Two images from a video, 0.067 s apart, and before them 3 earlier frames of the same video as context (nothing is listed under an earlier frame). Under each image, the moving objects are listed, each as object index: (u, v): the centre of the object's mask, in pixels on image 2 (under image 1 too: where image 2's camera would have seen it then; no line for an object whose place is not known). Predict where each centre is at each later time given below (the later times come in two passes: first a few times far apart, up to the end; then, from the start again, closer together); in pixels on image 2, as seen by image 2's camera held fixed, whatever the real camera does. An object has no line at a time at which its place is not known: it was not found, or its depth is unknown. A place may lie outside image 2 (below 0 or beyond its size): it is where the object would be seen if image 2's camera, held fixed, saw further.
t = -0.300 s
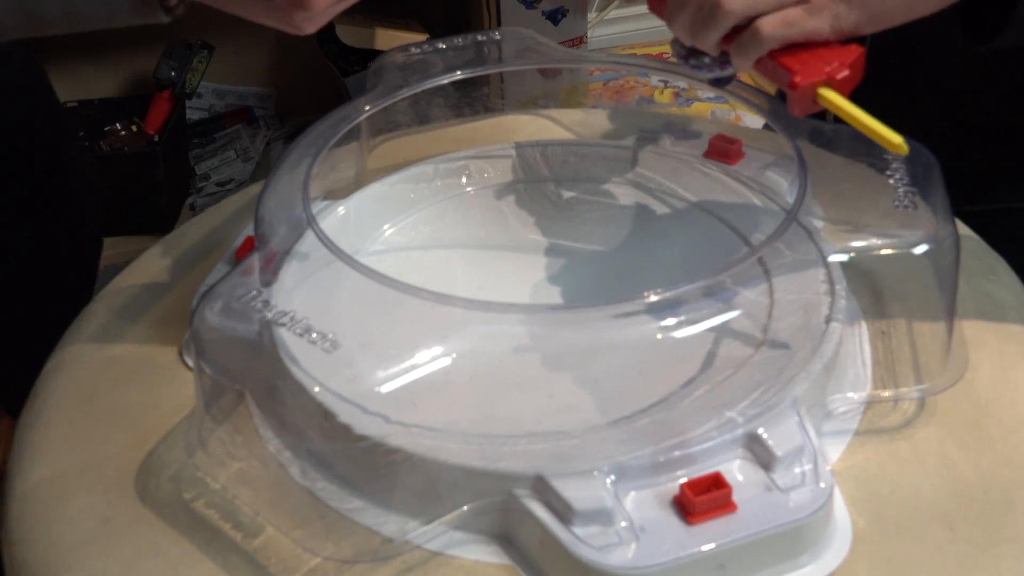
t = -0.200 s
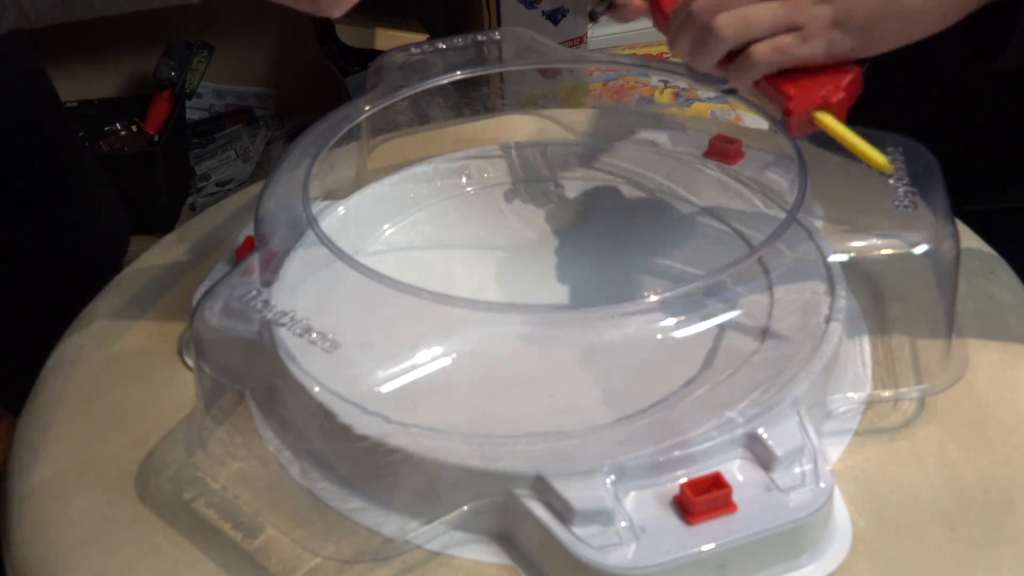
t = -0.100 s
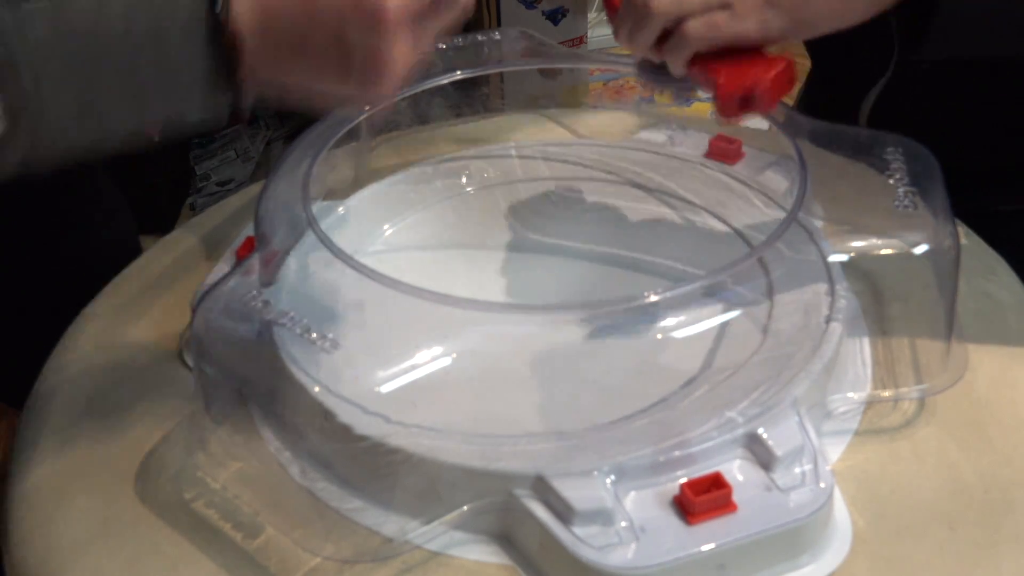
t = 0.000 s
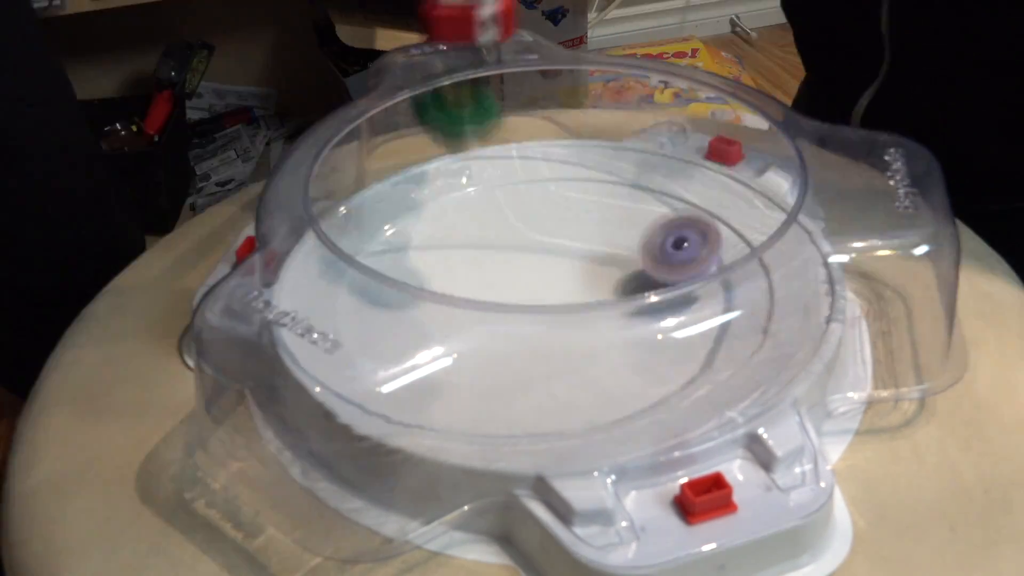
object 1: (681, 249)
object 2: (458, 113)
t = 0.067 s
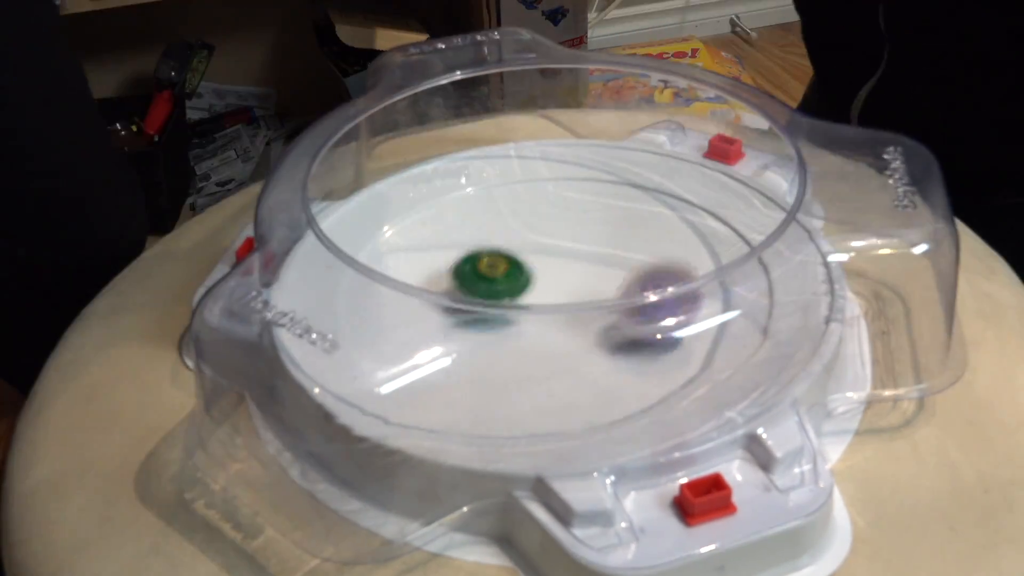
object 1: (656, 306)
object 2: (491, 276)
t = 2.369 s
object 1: (483, 345)
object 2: (600, 291)
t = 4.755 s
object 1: (506, 246)
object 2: (568, 287)
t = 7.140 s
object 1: (614, 277)
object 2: (514, 298)
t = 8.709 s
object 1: (509, 310)
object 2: (592, 281)
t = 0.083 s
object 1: (651, 313)
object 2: (500, 261)
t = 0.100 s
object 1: (643, 322)
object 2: (509, 247)
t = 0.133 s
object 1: (625, 342)
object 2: (529, 229)
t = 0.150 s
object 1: (616, 351)
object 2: (539, 227)
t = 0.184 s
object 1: (595, 366)
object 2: (560, 234)
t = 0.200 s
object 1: (585, 373)
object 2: (571, 243)
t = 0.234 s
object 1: (563, 381)
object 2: (593, 273)
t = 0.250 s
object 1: (552, 385)
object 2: (602, 289)
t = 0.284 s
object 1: (532, 388)
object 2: (616, 272)
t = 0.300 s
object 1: (523, 391)
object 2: (623, 269)
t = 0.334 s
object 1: (507, 392)
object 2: (635, 272)
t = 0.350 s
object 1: (501, 389)
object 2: (642, 284)
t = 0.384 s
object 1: (490, 386)
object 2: (647, 268)
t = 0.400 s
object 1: (487, 384)
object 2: (649, 267)
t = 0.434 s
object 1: (479, 376)
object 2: (651, 270)
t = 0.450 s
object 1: (479, 374)
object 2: (652, 267)
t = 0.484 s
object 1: (480, 365)
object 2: (650, 267)
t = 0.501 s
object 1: (483, 358)
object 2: (649, 266)
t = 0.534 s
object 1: (487, 347)
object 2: (642, 265)
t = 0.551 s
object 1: (489, 337)
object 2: (638, 264)
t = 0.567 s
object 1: (494, 330)
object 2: (634, 262)
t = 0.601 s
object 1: (502, 317)
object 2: (622, 258)
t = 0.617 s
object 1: (508, 310)
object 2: (617, 255)
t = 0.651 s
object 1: (522, 297)
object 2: (605, 249)
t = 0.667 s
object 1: (531, 282)
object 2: (599, 246)
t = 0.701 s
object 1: (533, 275)
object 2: (595, 238)
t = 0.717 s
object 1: (512, 282)
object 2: (615, 221)
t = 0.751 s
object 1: (464, 295)
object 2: (653, 186)
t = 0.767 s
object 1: (443, 299)
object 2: (668, 167)
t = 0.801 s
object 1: (400, 306)
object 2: (686, 127)
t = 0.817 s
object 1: (382, 308)
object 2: (683, 123)
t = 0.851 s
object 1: (353, 312)
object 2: (676, 128)
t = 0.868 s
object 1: (341, 306)
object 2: (673, 136)
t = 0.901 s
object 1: (314, 315)
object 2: (664, 165)
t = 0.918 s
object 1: (305, 321)
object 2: (660, 186)
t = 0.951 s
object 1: (302, 332)
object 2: (646, 205)
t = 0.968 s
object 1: (303, 337)
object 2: (638, 214)
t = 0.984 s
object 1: (305, 343)
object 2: (629, 227)
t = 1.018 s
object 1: (320, 353)
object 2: (607, 248)
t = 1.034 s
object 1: (333, 359)
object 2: (597, 257)
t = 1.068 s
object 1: (355, 366)
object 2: (576, 273)
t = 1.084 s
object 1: (369, 370)
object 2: (566, 278)
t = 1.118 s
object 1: (402, 383)
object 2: (548, 292)
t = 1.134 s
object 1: (417, 385)
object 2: (540, 299)
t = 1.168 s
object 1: (454, 388)
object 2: (525, 316)
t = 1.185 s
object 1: (478, 386)
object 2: (520, 319)
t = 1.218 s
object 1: (519, 391)
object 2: (508, 333)
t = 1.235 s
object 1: (540, 390)
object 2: (505, 337)
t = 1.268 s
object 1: (586, 387)
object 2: (501, 342)
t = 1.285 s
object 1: (608, 385)
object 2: (500, 344)
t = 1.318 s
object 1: (650, 378)
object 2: (501, 347)
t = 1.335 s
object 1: (671, 374)
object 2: (501, 348)
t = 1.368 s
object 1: (707, 366)
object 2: (506, 351)
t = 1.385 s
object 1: (724, 362)
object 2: (510, 351)
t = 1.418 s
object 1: (750, 351)
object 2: (519, 351)
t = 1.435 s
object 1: (756, 344)
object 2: (524, 352)
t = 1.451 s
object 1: (761, 338)
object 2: (530, 348)
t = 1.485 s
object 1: (769, 328)
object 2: (545, 344)
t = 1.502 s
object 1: (769, 323)
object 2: (553, 342)
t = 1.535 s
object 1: (767, 315)
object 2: (571, 338)
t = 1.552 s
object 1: (760, 312)
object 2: (581, 335)
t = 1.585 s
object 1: (745, 304)
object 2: (601, 322)
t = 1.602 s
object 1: (731, 308)
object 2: (611, 316)
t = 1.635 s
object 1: (710, 308)
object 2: (629, 308)
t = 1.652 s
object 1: (707, 310)
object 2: (627, 289)
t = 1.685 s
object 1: (708, 310)
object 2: (622, 265)
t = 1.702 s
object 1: (706, 315)
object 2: (619, 254)
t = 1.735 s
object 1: (700, 321)
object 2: (612, 233)
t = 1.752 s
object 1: (697, 324)
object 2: (609, 223)
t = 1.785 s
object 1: (686, 332)
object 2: (602, 206)
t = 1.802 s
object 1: (681, 334)
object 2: (598, 200)
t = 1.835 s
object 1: (665, 340)
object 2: (589, 191)
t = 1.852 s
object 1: (657, 343)
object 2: (584, 188)
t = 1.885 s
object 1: (641, 348)
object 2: (574, 187)
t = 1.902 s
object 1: (631, 352)
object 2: (570, 188)
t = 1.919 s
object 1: (624, 353)
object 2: (565, 189)
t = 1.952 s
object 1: (607, 356)
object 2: (556, 195)
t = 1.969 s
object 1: (597, 357)
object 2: (551, 200)
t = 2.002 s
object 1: (580, 359)
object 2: (543, 210)
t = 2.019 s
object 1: (572, 359)
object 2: (539, 215)
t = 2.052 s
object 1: (556, 360)
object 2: (534, 226)
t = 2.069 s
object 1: (548, 360)
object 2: (532, 232)
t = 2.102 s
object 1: (533, 361)
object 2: (530, 244)
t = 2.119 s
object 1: (527, 359)
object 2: (531, 249)
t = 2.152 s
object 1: (514, 359)
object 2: (533, 260)
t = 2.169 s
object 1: (507, 358)
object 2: (536, 265)
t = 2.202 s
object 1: (498, 357)
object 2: (542, 274)
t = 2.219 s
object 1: (495, 355)
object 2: (546, 277)
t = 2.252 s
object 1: (491, 353)
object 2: (556, 281)
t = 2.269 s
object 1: (490, 352)
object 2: (562, 282)
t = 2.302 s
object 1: (485, 350)
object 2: (573, 284)
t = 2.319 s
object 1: (485, 349)
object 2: (579, 291)
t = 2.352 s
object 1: (483, 345)
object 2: (593, 292)
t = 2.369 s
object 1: (483, 345)
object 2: (600, 291)
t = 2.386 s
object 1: (483, 343)
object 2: (607, 291)
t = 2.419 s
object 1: (484, 341)
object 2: (620, 289)
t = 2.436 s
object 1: (485, 341)
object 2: (627, 287)
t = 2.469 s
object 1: (488, 340)
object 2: (636, 277)
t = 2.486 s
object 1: (488, 339)
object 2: (641, 275)
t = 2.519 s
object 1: (490, 339)
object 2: (650, 272)
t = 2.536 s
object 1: (491, 339)
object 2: (653, 270)
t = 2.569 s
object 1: (494, 338)
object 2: (657, 267)
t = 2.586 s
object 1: (496, 338)
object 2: (658, 265)
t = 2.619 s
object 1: (498, 337)
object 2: (657, 262)
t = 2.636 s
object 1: (500, 336)
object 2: (656, 261)
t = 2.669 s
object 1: (502, 336)
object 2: (652, 259)
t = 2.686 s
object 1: (503, 336)
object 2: (649, 258)
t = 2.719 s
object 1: (504, 336)
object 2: (643, 257)
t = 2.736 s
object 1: (505, 336)
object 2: (640, 257)
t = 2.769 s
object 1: (506, 336)
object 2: (633, 257)
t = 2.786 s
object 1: (507, 336)
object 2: (629, 258)
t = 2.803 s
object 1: (507, 336)
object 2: (625, 258)
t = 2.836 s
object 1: (508, 336)
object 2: (618, 261)
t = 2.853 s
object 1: (508, 336)
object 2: (614, 262)
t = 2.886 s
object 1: (509, 336)
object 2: (608, 266)
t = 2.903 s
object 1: (510, 336)
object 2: (605, 267)
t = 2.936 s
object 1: (511, 335)
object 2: (600, 270)
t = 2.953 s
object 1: (512, 334)
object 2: (598, 273)
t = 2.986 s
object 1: (514, 334)
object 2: (594, 277)
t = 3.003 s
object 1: (515, 334)
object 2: (593, 279)
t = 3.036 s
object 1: (518, 331)
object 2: (591, 282)
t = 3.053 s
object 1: (520, 324)
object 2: (591, 290)
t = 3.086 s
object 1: (518, 322)
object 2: (596, 293)
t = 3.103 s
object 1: (513, 322)
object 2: (602, 293)
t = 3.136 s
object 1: (504, 321)
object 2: (609, 296)
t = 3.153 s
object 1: (500, 320)
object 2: (612, 296)
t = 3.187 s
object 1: (493, 318)
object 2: (616, 298)
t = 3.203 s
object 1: (490, 316)
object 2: (617, 298)
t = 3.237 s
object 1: (485, 315)
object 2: (619, 297)
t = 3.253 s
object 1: (484, 315)
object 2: (620, 298)
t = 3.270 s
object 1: (481, 314)
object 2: (619, 298)
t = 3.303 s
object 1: (477, 313)
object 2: (620, 297)
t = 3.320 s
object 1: (476, 313)
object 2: (619, 298)
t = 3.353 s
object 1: (473, 312)
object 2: (619, 298)
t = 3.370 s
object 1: (472, 311)
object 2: (617, 298)
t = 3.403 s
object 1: (472, 311)
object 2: (617, 298)
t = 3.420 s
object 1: (472, 310)
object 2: (614, 299)
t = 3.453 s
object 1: (474, 309)
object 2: (614, 299)
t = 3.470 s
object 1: (475, 308)
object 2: (611, 299)
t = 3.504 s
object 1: (478, 307)
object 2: (609, 299)
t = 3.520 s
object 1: (479, 306)
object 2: (606, 300)
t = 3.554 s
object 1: (482, 304)
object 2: (604, 301)
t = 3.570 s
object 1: (484, 303)
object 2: (603, 300)
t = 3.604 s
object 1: (488, 300)
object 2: (598, 302)
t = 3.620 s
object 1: (490, 299)
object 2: (595, 302)
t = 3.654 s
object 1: (495, 295)
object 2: (592, 302)
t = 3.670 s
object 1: (496, 294)
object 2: (590, 303)
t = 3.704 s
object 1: (498, 286)
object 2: (585, 303)
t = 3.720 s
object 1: (499, 284)
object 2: (585, 302)
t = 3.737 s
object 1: (498, 281)
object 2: (585, 303)
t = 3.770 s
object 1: (495, 276)
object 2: (585, 302)
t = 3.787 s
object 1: (493, 274)
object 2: (585, 302)
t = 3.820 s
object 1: (489, 270)
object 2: (585, 303)
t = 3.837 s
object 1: (486, 268)
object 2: (585, 303)
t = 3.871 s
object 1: (482, 265)
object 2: (584, 314)
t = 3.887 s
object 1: (480, 263)
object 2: (584, 314)
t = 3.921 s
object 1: (475, 261)
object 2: (583, 314)
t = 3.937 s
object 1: (473, 261)
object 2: (582, 314)
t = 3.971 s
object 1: (469, 261)
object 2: (581, 314)
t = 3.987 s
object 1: (467, 261)
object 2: (580, 314)
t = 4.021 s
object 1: (466, 262)
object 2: (578, 314)
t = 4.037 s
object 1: (465, 263)
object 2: (577, 314)
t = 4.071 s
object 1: (465, 265)
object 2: (576, 314)
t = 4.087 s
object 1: (465, 266)
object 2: (575, 314)
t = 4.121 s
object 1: (468, 269)
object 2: (573, 314)
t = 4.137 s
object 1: (470, 271)
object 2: (572, 315)
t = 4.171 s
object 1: (475, 275)
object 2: (570, 315)
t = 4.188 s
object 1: (479, 275)
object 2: (569, 314)
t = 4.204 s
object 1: (483, 275)
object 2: (568, 315)
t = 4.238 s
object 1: (492, 277)
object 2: (567, 315)
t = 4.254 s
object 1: (492, 273)
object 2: (573, 316)
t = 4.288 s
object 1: (493, 268)
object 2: (583, 323)
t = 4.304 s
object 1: (494, 265)
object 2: (587, 330)
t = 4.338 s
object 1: (496, 260)
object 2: (591, 330)
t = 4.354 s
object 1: (497, 257)
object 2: (593, 331)
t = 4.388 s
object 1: (499, 254)
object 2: (594, 330)
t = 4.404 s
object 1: (500, 252)
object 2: (595, 330)
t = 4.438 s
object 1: (501, 248)
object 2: (594, 329)
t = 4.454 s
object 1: (501, 246)
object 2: (594, 329)
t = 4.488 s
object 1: (502, 244)
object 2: (591, 322)
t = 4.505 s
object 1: (502, 243)
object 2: (590, 320)
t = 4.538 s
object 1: (503, 240)
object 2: (588, 316)
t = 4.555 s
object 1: (503, 239)
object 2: (586, 314)
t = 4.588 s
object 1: (502, 238)
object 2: (584, 313)
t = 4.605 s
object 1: (501, 238)
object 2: (581, 304)
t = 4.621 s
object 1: (501, 238)
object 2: (580, 303)
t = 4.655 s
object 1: (500, 239)
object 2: (577, 301)
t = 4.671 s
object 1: (501, 240)
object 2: (575, 299)
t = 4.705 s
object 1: (502, 242)
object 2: (573, 295)
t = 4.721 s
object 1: (503, 243)
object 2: (571, 288)
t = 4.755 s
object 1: (506, 246)
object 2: (568, 287)
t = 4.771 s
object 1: (508, 247)
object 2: (567, 287)
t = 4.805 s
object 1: (511, 247)
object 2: (567, 294)
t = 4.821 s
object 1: (511, 247)
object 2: (568, 296)
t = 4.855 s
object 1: (514, 247)
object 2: (569, 301)
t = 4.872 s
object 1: (516, 247)
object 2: (569, 303)
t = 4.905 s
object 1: (521, 247)
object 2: (568, 304)
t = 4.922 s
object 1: (524, 248)
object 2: (568, 305)
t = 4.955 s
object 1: (529, 248)
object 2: (566, 314)
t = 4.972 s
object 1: (532, 249)
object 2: (564, 315)
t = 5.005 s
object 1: (538, 250)
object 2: (561, 314)
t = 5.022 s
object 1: (541, 250)
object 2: (559, 315)
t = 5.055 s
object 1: (548, 250)
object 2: (556, 315)
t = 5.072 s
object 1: (552, 250)
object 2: (554, 316)
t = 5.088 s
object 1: (555, 250)
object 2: (551, 305)
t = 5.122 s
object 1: (563, 250)
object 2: (550, 305)
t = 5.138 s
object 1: (567, 247)
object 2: (547, 305)
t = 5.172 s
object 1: (575, 244)
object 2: (542, 316)
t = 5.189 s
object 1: (578, 241)
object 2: (541, 315)
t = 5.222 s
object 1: (584, 236)
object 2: (538, 314)
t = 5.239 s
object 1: (586, 234)
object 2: (538, 315)
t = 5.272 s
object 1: (589, 231)
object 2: (538, 316)
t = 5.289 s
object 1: (590, 229)
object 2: (538, 316)
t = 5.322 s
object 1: (590, 226)
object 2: (540, 305)
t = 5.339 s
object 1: (590, 224)
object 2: (541, 305)
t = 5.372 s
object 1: (589, 222)
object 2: (544, 305)
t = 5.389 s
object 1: (587, 221)
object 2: (546, 303)
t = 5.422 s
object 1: (582, 221)
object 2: (549, 301)
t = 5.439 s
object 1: (580, 222)
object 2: (551, 300)
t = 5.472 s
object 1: (575, 224)
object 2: (554, 298)
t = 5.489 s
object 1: (572, 225)
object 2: (556, 297)
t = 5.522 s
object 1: (567, 229)
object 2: (559, 296)
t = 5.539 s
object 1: (565, 231)
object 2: (560, 295)
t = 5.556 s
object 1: (563, 234)
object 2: (560, 295)
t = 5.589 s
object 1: (561, 240)
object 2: (560, 296)
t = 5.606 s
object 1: (561, 239)
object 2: (558, 300)
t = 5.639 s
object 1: (563, 241)
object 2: (554, 305)
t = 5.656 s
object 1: (563, 241)
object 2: (553, 315)
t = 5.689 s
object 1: (565, 244)
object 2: (548, 320)
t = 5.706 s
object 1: (566, 245)
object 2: (546, 322)
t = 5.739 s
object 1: (569, 249)
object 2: (543, 324)
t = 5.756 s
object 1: (570, 251)
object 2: (541, 325)
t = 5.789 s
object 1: (574, 255)
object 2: (539, 325)
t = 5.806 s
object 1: (575, 258)
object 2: (538, 324)
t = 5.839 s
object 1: (580, 262)
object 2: (538, 322)
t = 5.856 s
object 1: (583, 264)
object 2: (538, 322)
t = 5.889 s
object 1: (591, 267)
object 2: (536, 319)
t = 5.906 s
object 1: (599, 267)
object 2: (532, 320)
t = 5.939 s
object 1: (613, 266)
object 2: (525, 320)
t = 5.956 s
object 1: (620, 265)
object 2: (523, 319)
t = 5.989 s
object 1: (631, 264)
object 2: (520, 318)
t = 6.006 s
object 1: (637, 262)
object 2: (519, 317)
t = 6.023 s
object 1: (642, 260)
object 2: (519, 316)
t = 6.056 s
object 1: (649, 257)
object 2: (518, 315)
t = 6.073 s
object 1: (653, 255)
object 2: (519, 315)
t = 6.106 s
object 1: (655, 251)
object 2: (521, 305)
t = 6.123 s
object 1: (656, 248)
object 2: (521, 304)
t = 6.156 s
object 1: (655, 243)
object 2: (524, 304)
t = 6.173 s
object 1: (653, 241)
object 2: (526, 304)
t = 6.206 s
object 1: (648, 238)
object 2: (530, 301)
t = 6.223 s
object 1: (645, 237)
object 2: (532, 300)
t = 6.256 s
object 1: (637, 236)
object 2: (536, 298)
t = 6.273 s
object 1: (633, 235)
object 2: (538, 297)
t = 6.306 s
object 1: (623, 236)
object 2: (542, 296)
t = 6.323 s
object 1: (619, 237)
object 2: (543, 296)
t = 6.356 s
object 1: (608, 240)
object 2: (545, 295)
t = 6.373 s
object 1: (602, 243)
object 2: (546, 295)
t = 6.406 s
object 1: (592, 248)
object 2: (545, 295)
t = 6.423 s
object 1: (590, 249)
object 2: (541, 299)
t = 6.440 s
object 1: (589, 250)
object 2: (535, 301)
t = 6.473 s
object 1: (586, 253)
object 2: (526, 305)
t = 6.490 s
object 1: (584, 255)
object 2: (524, 304)
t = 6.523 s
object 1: (581, 260)
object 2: (520, 304)
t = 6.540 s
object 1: (580, 263)
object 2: (519, 304)
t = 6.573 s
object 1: (584, 264)
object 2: (509, 315)
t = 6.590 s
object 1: (592, 263)
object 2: (496, 316)
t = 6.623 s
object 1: (606, 261)
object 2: (479, 321)
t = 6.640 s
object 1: (611, 261)
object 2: (471, 327)
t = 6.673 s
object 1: (618, 261)
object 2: (463, 327)
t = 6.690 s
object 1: (621, 260)
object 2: (461, 327)
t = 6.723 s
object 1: (625, 260)
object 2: (460, 326)
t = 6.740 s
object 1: (627, 260)
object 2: (461, 327)
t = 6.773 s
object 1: (629, 259)
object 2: (465, 326)
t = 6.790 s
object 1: (629, 259)
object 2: (469, 326)
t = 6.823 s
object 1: (629, 259)
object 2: (476, 327)
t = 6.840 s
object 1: (629, 260)
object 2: (480, 327)
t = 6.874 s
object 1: (627, 261)
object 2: (489, 321)
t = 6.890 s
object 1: (625, 262)
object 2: (493, 320)
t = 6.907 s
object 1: (624, 262)
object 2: (496, 319)
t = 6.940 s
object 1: (621, 263)
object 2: (503, 316)
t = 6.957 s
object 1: (618, 265)
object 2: (506, 315)
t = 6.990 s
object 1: (614, 267)
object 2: (511, 315)
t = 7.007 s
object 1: (611, 269)
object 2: (514, 315)
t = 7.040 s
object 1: (608, 273)
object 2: (519, 304)
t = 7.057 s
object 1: (606, 274)
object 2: (523, 305)
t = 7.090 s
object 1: (606, 275)
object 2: (521, 302)
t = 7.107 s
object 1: (609, 276)
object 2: (519, 302)
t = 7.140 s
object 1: (614, 277)
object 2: (514, 298)
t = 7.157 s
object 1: (617, 278)
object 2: (513, 296)
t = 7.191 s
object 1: (620, 278)
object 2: (510, 293)
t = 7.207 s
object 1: (621, 278)
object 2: (509, 292)
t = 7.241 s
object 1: (622, 279)
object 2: (510, 285)
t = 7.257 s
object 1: (622, 279)
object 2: (510, 284)
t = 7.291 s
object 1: (622, 279)
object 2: (510, 283)
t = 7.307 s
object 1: (622, 280)
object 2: (511, 282)
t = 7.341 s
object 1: (619, 279)
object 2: (512, 281)
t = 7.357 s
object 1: (617, 282)
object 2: (513, 281)
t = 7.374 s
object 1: (615, 288)
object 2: (514, 281)
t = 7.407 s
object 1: (612, 289)
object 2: (516, 280)
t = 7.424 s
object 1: (609, 290)
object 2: (517, 280)
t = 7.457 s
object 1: (604, 292)
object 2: (519, 280)
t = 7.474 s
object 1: (604, 293)
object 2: (518, 279)
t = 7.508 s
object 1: (607, 295)
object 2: (516, 277)
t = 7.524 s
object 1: (607, 297)
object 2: (515, 276)
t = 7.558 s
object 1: (608, 301)
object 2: (514, 275)
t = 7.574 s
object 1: (607, 303)
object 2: (515, 274)
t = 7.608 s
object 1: (608, 306)
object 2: (515, 272)
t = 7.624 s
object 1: (608, 308)
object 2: (516, 271)
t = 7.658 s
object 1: (609, 310)
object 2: (517, 269)
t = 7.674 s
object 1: (609, 312)
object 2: (518, 269)
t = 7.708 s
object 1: (610, 314)
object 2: (521, 269)
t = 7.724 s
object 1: (610, 315)
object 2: (522, 269)
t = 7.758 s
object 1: (610, 317)
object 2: (524, 269)
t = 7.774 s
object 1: (610, 317)
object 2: (526, 269)
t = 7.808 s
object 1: (610, 318)
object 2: (529, 269)
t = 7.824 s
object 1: (610, 318)
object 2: (531, 270)
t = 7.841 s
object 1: (609, 319)
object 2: (532, 270)
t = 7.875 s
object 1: (607, 318)
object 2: (535, 271)
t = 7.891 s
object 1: (607, 318)
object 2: (537, 271)
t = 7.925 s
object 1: (604, 316)
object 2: (540, 271)
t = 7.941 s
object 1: (602, 315)
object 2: (542, 272)
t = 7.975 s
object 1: (597, 314)
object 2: (544, 271)
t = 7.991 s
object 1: (595, 314)
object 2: (545, 271)
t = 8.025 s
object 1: (588, 314)
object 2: (547, 269)
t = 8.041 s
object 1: (587, 315)
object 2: (550, 267)
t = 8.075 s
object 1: (581, 317)
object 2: (555, 265)
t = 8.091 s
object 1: (580, 317)
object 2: (557, 264)
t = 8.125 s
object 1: (575, 320)
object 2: (561, 263)
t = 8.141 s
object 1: (573, 320)
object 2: (563, 262)
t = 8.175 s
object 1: (568, 321)
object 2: (568, 262)
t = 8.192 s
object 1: (566, 321)
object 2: (570, 262)
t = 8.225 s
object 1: (561, 323)
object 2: (572, 263)
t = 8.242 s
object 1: (559, 321)
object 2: (574, 263)
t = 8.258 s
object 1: (557, 320)
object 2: (576, 264)
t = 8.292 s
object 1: (553, 322)
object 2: (578, 265)
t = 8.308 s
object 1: (551, 322)
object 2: (579, 266)
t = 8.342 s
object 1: (548, 323)
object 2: (581, 268)
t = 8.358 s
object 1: (546, 323)
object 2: (581, 269)
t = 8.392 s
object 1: (543, 324)
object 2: (582, 270)
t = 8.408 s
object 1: (541, 323)
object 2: (583, 271)
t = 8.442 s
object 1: (538, 322)
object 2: (584, 273)
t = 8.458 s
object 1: (536, 321)
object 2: (584, 274)
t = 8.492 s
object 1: (534, 317)
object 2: (584, 274)
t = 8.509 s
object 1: (531, 318)
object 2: (585, 275)
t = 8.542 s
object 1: (525, 316)
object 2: (587, 276)
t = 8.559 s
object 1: (523, 316)
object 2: (588, 277)
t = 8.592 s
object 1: (518, 314)
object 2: (590, 278)
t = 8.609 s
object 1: (516, 314)
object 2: (591, 278)
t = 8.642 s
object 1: (514, 312)
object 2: (592, 279)
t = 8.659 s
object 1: (512, 312)
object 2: (592, 280)
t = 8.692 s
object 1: (510, 311)
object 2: (592, 281)
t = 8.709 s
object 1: (509, 310)
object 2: (592, 281)
